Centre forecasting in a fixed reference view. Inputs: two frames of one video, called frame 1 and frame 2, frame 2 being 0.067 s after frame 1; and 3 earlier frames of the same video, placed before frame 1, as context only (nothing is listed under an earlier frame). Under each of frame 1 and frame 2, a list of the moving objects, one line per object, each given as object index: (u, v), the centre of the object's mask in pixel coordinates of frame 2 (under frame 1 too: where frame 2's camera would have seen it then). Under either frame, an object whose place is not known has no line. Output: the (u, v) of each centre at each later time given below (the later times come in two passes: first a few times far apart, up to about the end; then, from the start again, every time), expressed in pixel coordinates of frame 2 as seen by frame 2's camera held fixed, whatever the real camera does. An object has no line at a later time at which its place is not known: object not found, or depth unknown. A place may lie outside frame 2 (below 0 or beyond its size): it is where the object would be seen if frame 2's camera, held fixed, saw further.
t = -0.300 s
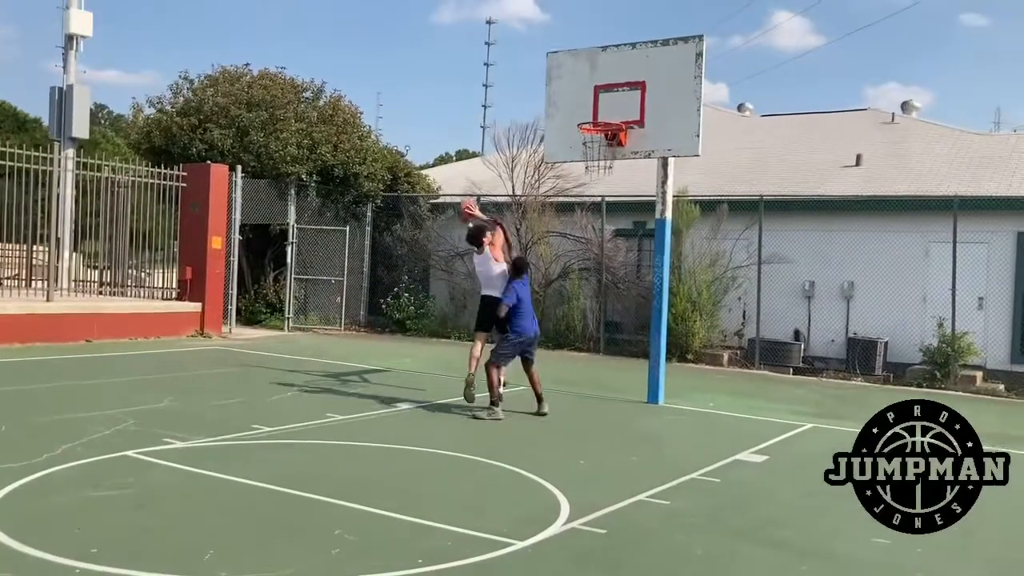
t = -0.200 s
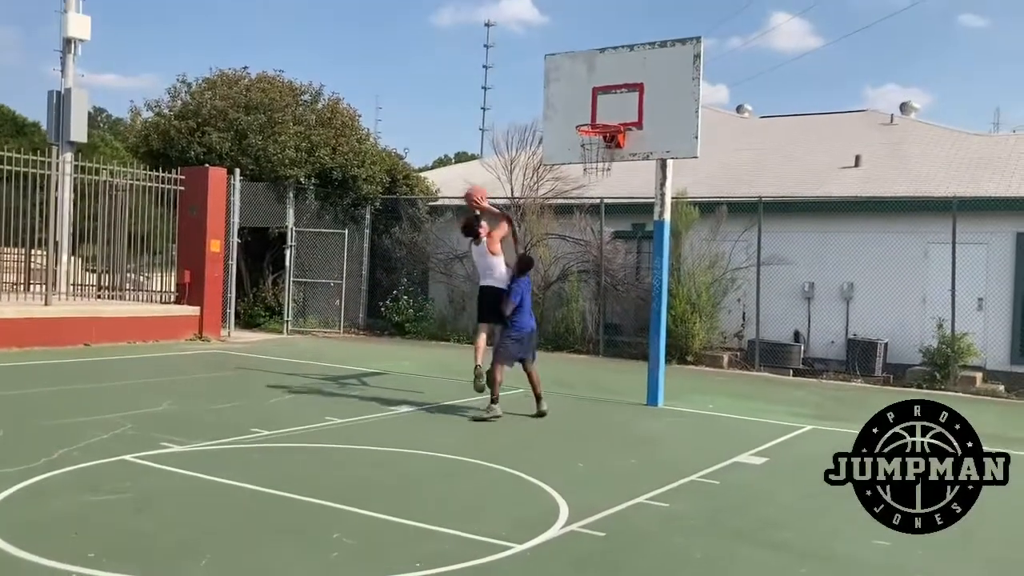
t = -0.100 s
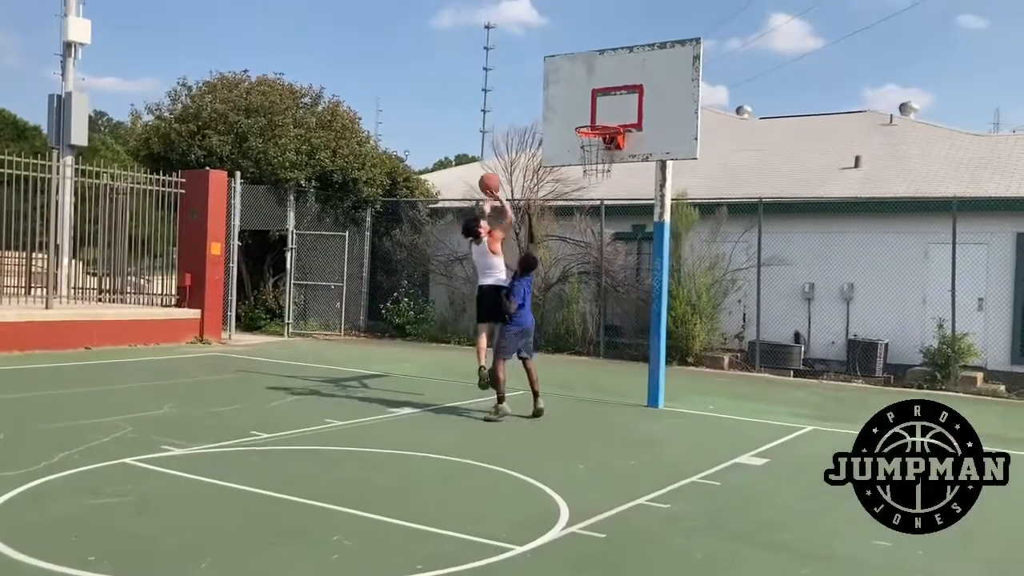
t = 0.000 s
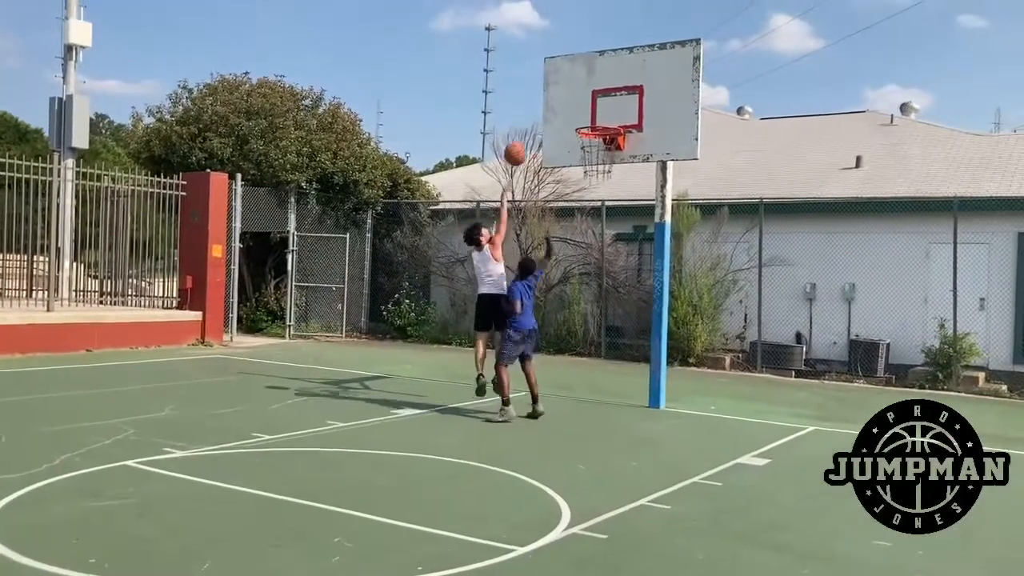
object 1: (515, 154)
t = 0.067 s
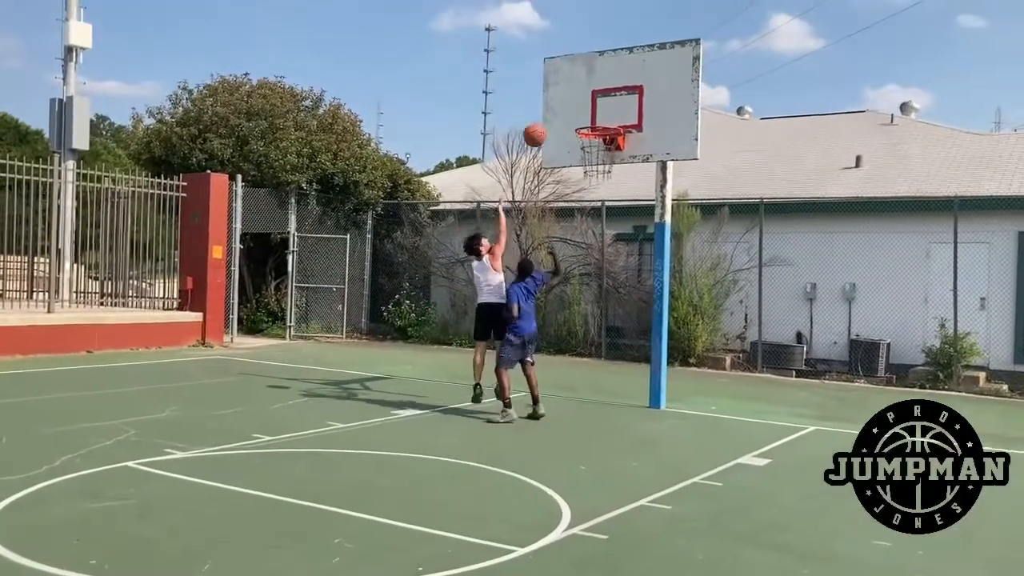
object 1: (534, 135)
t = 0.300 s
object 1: (601, 101)
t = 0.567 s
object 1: (623, 111)
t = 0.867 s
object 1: (639, 117)
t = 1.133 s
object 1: (653, 200)
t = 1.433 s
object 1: (669, 387)
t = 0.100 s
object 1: (544, 127)
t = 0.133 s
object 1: (553, 120)
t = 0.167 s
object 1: (563, 114)
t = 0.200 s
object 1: (572, 110)
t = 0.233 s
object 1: (582, 106)
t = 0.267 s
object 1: (591, 103)
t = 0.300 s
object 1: (601, 101)
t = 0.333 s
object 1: (610, 100)
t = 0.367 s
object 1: (612, 101)
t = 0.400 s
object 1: (614, 102)
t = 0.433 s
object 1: (615, 105)
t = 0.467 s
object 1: (618, 109)
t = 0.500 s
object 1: (619, 114)
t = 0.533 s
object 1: (621, 115)
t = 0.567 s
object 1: (623, 111)
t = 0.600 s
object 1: (625, 108)
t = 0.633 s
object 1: (627, 105)
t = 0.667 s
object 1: (629, 103)
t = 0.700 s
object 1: (631, 103)
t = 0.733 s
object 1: (632, 103)
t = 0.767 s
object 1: (634, 105)
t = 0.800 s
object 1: (635, 108)
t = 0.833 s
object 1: (637, 112)
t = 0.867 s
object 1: (639, 117)
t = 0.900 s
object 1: (641, 124)
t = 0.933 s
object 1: (643, 131)
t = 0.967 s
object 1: (645, 140)
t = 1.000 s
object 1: (646, 149)
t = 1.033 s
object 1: (647, 161)
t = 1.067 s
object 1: (649, 172)
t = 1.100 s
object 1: (651, 186)
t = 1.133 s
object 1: (653, 200)
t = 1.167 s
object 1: (655, 216)
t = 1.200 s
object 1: (659, 232)
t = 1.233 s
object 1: (660, 251)
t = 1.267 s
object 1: (662, 270)
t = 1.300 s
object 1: (661, 290)
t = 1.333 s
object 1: (664, 313)
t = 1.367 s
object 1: (665, 336)
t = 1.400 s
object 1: (667, 361)
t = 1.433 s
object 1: (669, 387)
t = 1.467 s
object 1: (669, 415)
